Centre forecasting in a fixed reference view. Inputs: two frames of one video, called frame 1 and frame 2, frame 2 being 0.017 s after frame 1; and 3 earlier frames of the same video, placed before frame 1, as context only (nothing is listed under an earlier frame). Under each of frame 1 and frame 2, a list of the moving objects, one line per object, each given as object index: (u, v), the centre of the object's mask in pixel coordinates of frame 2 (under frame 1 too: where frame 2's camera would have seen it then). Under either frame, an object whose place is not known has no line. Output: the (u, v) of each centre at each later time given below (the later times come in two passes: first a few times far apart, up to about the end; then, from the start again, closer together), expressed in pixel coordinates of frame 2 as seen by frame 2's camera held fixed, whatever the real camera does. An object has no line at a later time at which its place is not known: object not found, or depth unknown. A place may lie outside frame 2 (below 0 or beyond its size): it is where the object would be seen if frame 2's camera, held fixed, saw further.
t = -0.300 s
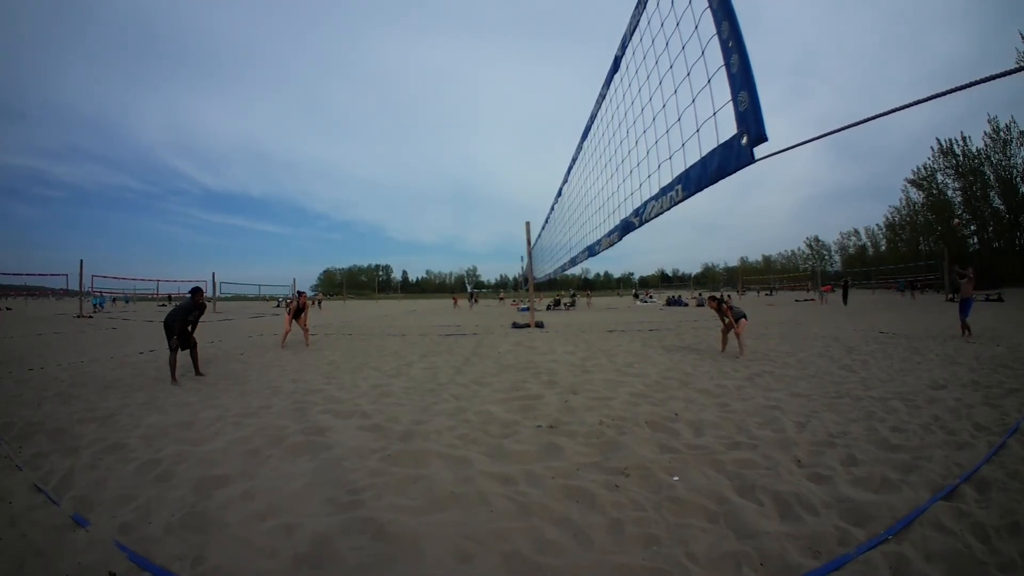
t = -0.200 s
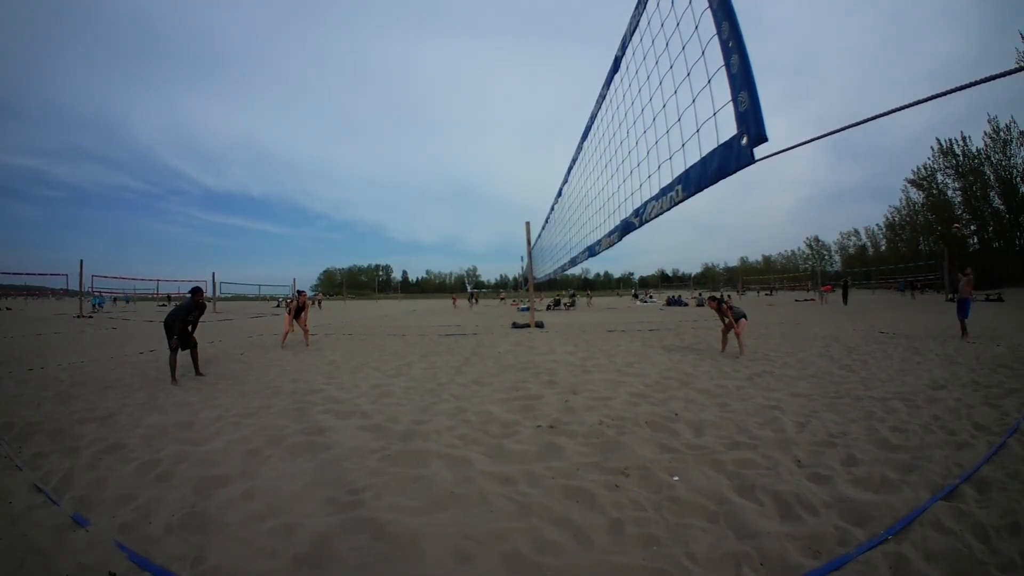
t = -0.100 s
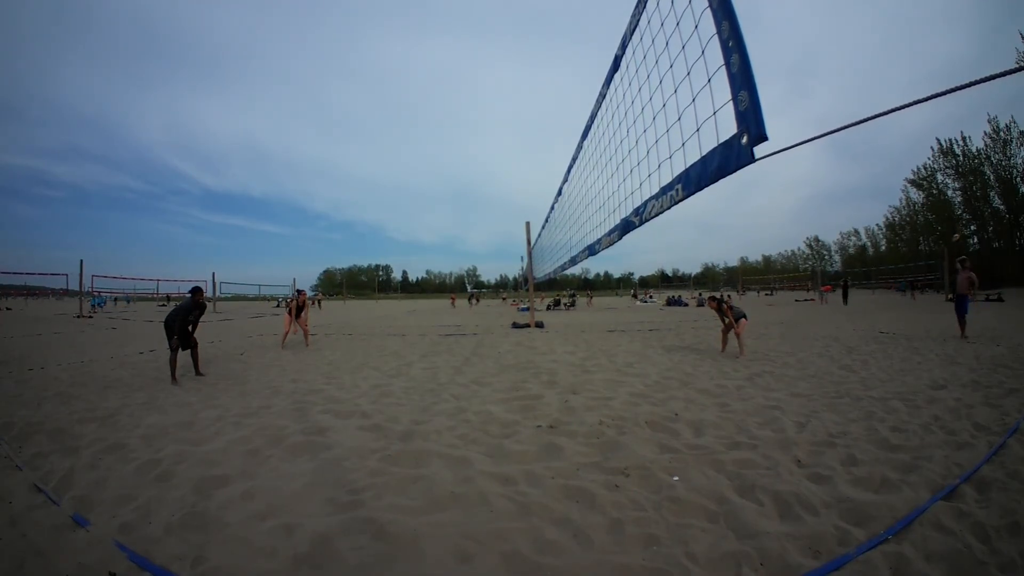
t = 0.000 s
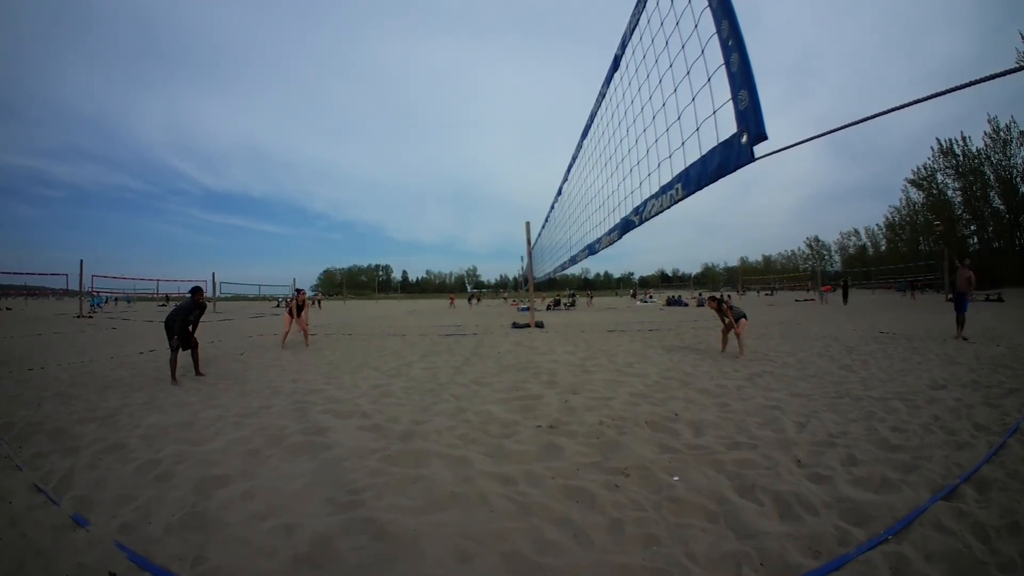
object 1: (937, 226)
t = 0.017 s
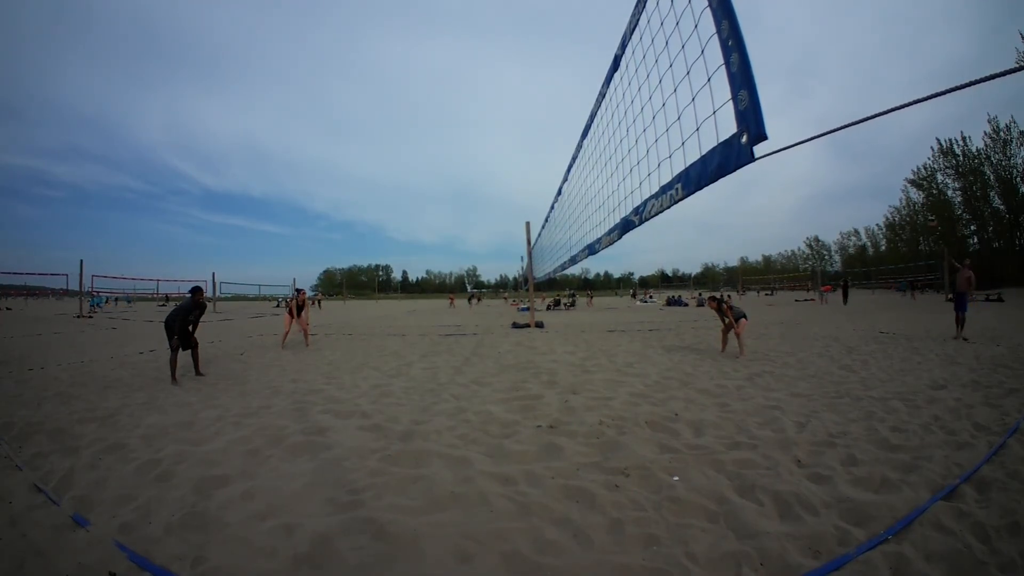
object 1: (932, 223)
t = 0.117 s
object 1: (894, 198)
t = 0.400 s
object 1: (758, 154)
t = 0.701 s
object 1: (596, 161)
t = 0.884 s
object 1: (492, 196)
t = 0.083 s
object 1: (907, 205)
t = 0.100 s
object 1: (900, 201)
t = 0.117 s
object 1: (894, 198)
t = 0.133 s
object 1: (888, 194)
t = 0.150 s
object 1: (881, 190)
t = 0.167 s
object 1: (873, 187)
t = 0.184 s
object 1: (866, 183)
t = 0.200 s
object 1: (859, 180)
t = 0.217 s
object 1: (851, 177)
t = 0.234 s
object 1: (844, 173)
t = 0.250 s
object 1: (836, 171)
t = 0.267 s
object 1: (828, 168)
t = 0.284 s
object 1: (820, 165)
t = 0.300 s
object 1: (811, 163)
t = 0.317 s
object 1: (803, 161)
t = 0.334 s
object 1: (794, 159)
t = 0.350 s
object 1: (786, 157)
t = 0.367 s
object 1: (776, 156)
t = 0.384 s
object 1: (768, 155)
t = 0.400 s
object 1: (758, 154)
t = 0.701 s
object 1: (596, 161)
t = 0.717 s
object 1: (586, 163)
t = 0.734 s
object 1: (577, 167)
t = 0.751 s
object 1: (566, 168)
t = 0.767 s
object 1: (557, 171)
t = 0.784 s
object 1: (547, 174)
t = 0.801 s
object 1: (538, 177)
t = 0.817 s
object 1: (529, 181)
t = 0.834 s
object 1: (519, 184)
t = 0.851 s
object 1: (510, 188)
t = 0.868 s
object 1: (501, 192)
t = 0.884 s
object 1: (492, 196)
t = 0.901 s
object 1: (483, 200)
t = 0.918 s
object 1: (474, 204)
